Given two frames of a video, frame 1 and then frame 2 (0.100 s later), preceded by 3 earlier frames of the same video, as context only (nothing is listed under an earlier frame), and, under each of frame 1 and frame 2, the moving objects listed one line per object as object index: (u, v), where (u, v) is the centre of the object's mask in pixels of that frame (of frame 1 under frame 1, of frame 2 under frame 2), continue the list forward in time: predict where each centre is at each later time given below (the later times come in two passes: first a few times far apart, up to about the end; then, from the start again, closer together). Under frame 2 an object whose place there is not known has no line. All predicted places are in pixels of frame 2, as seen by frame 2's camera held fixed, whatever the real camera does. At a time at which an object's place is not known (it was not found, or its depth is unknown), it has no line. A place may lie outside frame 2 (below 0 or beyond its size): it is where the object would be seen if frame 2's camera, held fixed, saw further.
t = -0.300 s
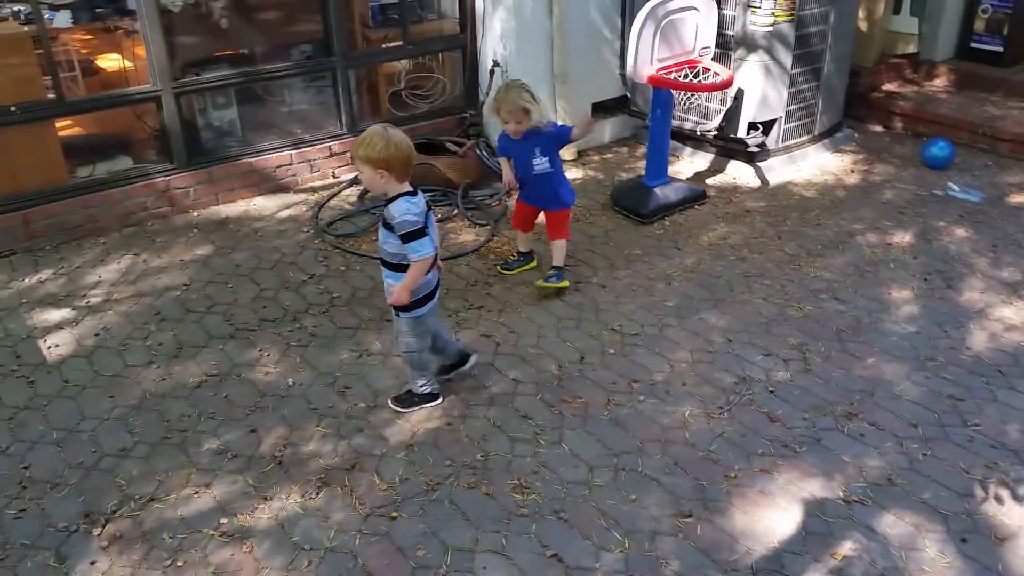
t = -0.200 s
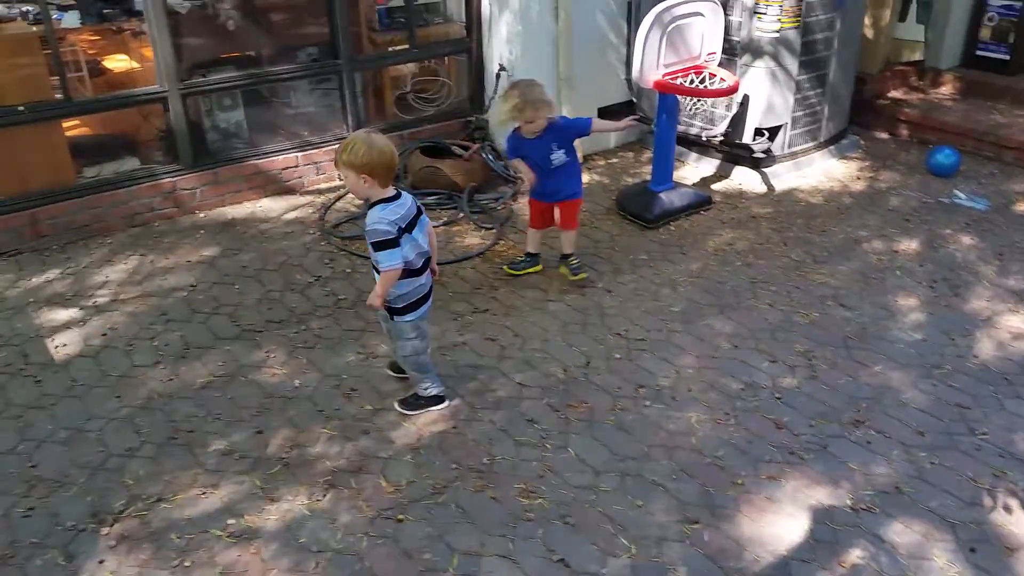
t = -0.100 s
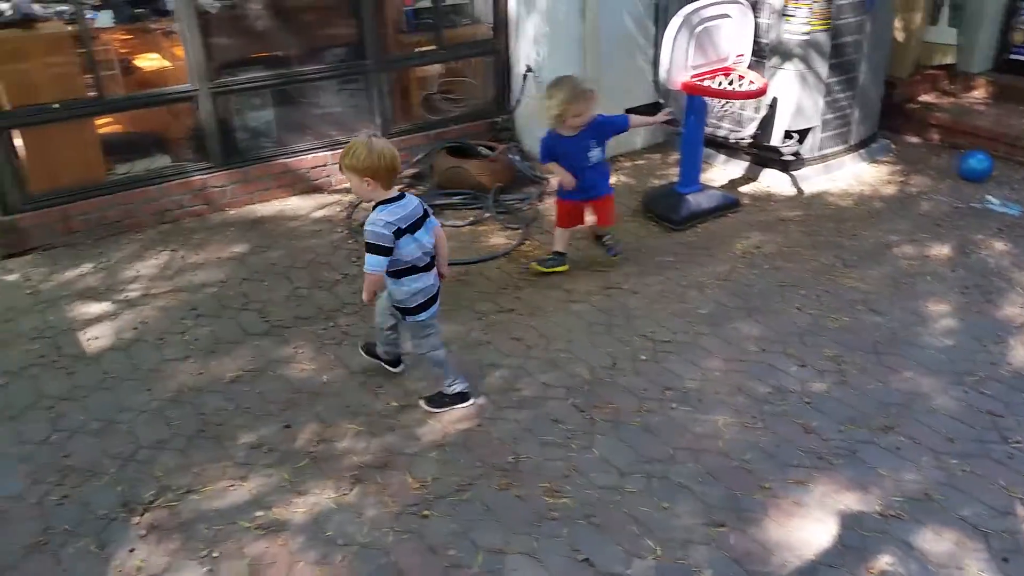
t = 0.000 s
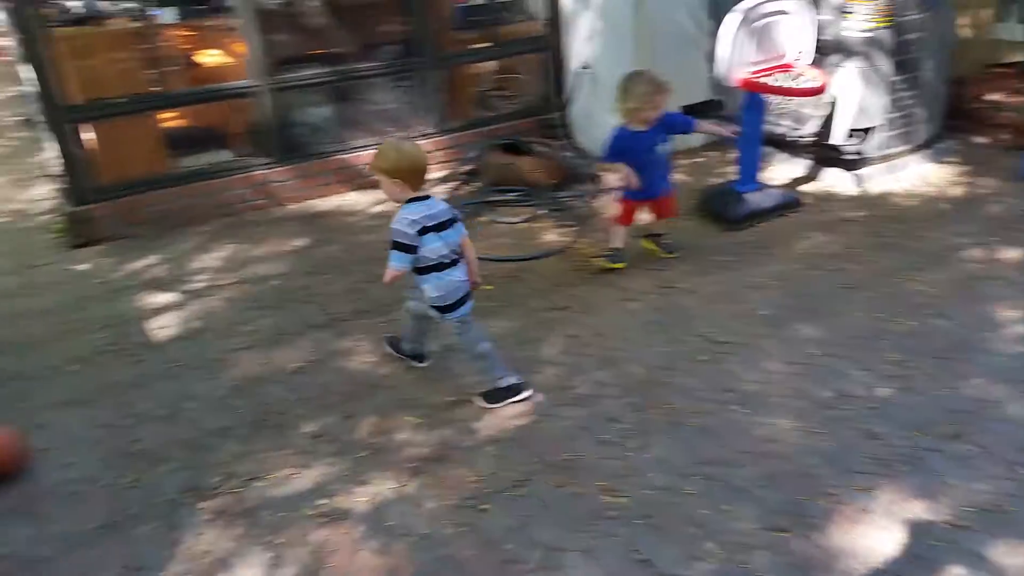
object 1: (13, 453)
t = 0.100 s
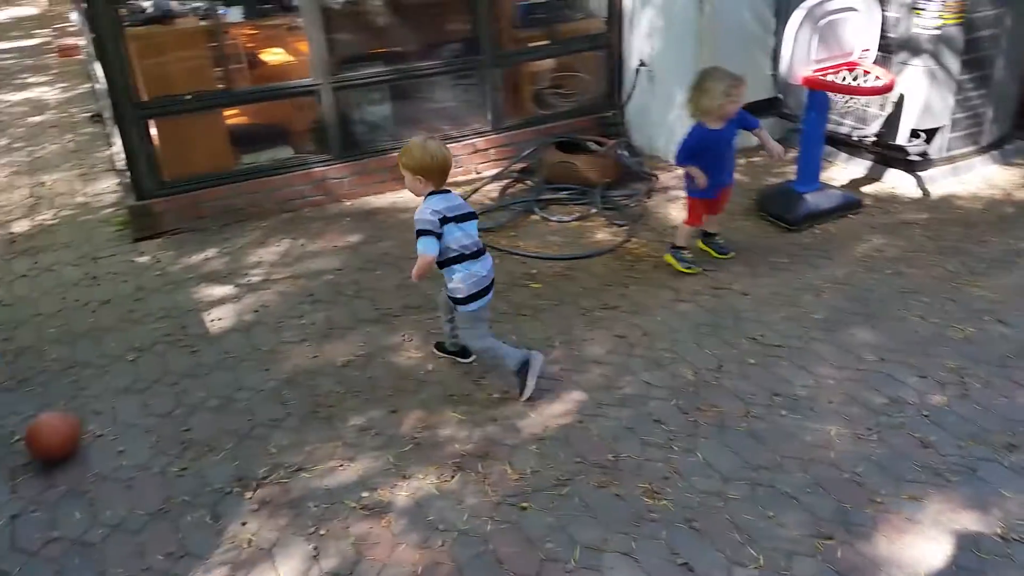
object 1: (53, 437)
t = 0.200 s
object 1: (52, 436)
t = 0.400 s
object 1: (62, 430)
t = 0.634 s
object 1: (78, 425)
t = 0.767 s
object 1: (82, 424)
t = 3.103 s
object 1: (122, 393)
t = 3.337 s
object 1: (124, 385)
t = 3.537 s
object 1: (125, 378)
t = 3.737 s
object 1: (125, 372)
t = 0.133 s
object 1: (52, 437)
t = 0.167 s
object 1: (52, 437)
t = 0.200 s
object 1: (52, 436)
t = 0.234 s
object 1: (53, 435)
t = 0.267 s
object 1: (54, 435)
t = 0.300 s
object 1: (55, 434)
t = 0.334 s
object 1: (59, 432)
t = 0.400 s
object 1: (62, 430)
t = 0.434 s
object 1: (64, 429)
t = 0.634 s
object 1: (78, 425)
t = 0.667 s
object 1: (80, 424)
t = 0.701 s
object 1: (82, 424)
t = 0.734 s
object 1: (82, 424)
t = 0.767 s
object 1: (82, 424)
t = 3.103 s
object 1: (122, 393)
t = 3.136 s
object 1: (123, 392)
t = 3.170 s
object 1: (123, 391)
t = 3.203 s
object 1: (123, 390)
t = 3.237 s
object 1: (123, 389)
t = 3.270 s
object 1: (123, 388)
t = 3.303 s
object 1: (124, 386)
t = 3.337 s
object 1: (124, 385)
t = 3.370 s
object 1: (124, 384)
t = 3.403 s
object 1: (124, 382)
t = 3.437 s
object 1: (124, 381)
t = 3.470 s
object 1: (124, 380)
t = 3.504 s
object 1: (125, 378)
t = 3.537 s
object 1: (125, 378)
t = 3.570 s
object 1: (125, 376)
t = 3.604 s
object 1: (125, 375)
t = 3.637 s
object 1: (125, 374)
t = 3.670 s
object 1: (125, 373)
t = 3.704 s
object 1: (125, 372)
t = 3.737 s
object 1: (125, 372)
